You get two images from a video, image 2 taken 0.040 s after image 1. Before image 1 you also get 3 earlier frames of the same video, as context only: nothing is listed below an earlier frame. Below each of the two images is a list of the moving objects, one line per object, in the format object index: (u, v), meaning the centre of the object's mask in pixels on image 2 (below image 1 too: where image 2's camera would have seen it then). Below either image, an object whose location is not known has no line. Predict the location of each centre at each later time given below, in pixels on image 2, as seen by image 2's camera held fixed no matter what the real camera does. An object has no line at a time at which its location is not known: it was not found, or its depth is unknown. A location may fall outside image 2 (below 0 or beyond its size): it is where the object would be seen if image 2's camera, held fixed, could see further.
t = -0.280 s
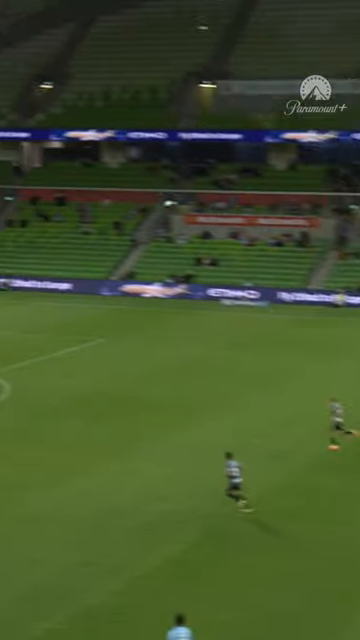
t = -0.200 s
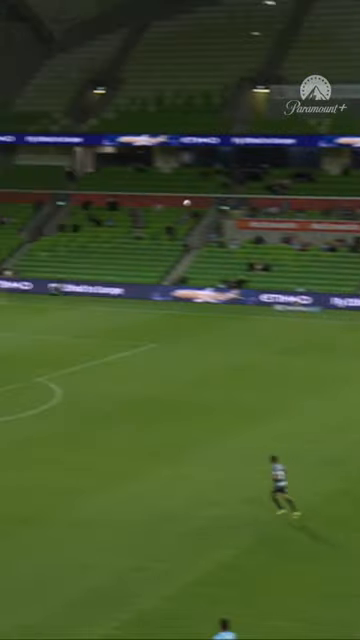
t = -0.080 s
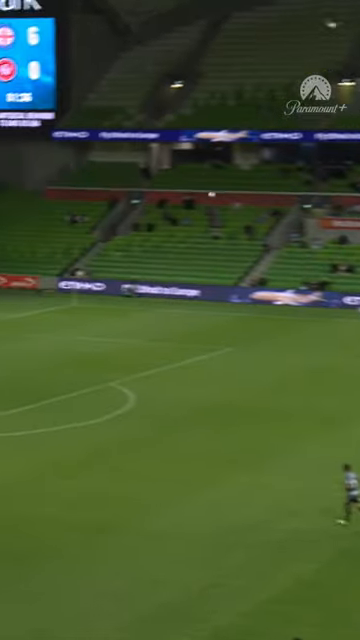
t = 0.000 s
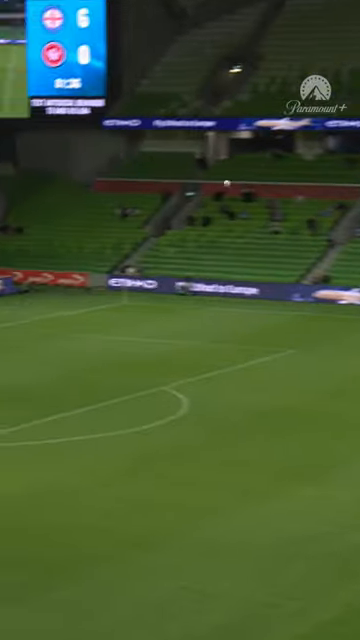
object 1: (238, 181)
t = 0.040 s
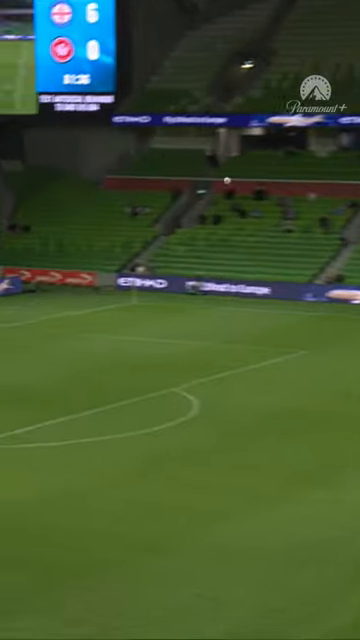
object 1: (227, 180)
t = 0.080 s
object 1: (204, 179)
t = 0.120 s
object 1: (181, 178)
